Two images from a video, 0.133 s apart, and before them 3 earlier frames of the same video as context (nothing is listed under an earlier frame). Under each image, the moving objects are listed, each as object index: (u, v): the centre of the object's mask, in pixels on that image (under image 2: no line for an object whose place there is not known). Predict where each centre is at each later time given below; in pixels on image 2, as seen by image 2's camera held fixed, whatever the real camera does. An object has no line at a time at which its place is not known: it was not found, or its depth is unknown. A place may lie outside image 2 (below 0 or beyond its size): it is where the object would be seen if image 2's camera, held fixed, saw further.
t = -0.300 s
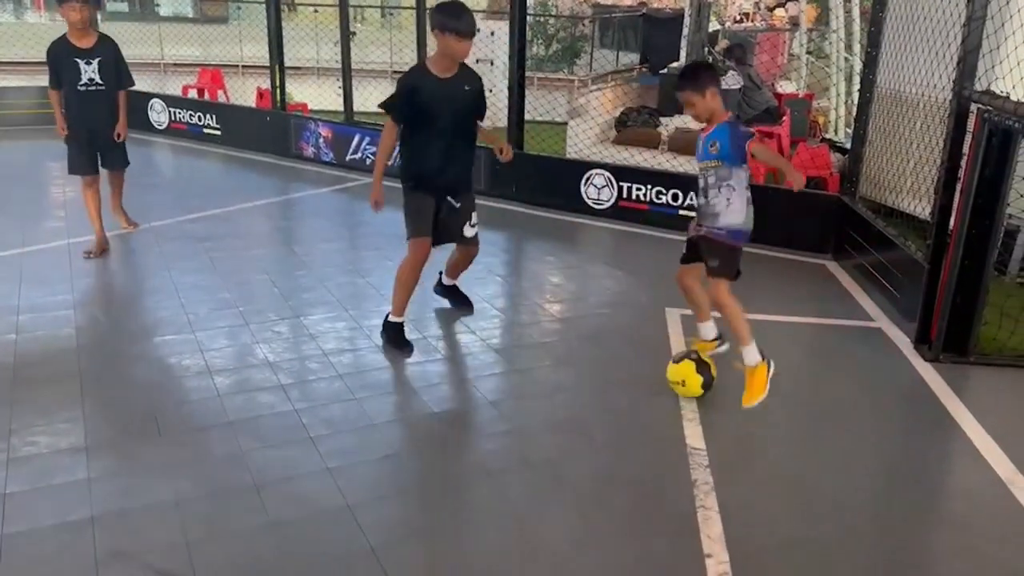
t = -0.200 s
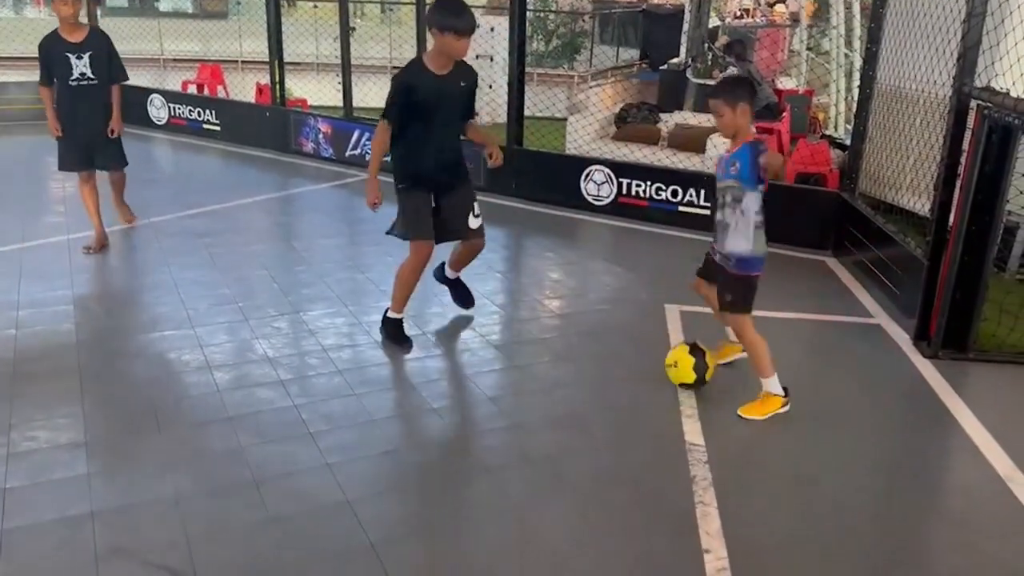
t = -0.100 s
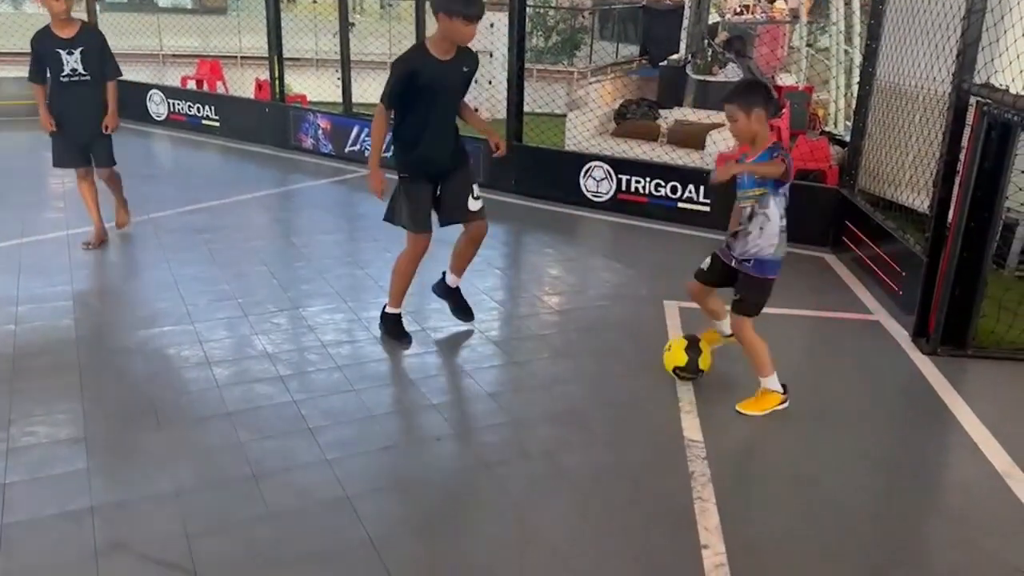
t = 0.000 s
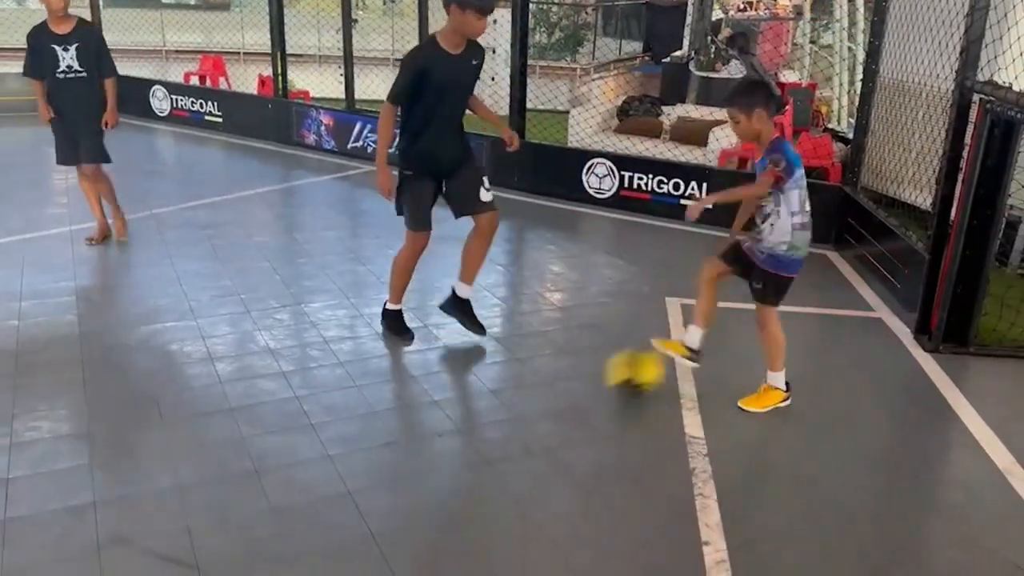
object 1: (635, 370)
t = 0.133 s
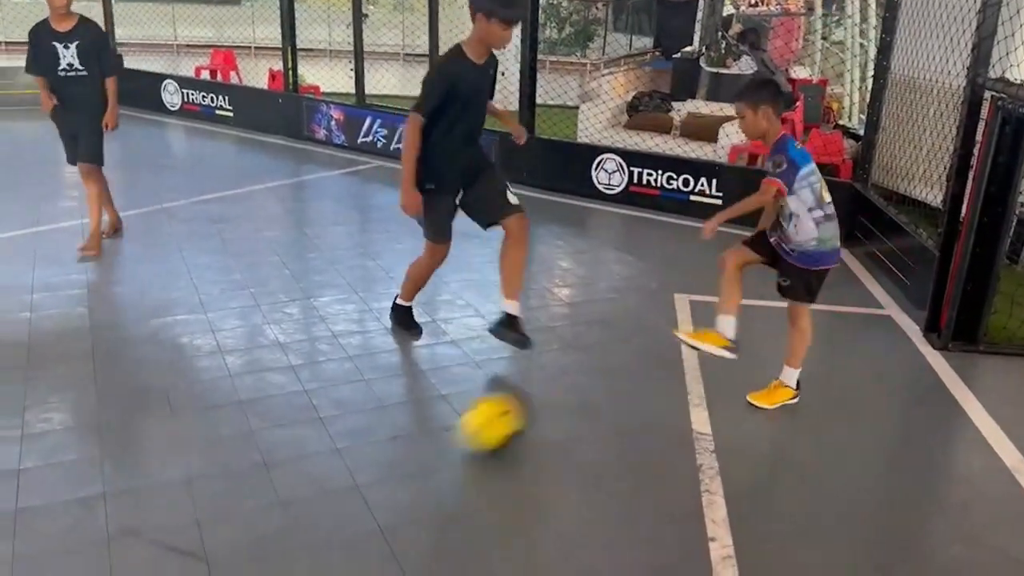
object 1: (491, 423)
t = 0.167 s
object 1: (445, 440)
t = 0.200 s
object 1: (404, 453)
